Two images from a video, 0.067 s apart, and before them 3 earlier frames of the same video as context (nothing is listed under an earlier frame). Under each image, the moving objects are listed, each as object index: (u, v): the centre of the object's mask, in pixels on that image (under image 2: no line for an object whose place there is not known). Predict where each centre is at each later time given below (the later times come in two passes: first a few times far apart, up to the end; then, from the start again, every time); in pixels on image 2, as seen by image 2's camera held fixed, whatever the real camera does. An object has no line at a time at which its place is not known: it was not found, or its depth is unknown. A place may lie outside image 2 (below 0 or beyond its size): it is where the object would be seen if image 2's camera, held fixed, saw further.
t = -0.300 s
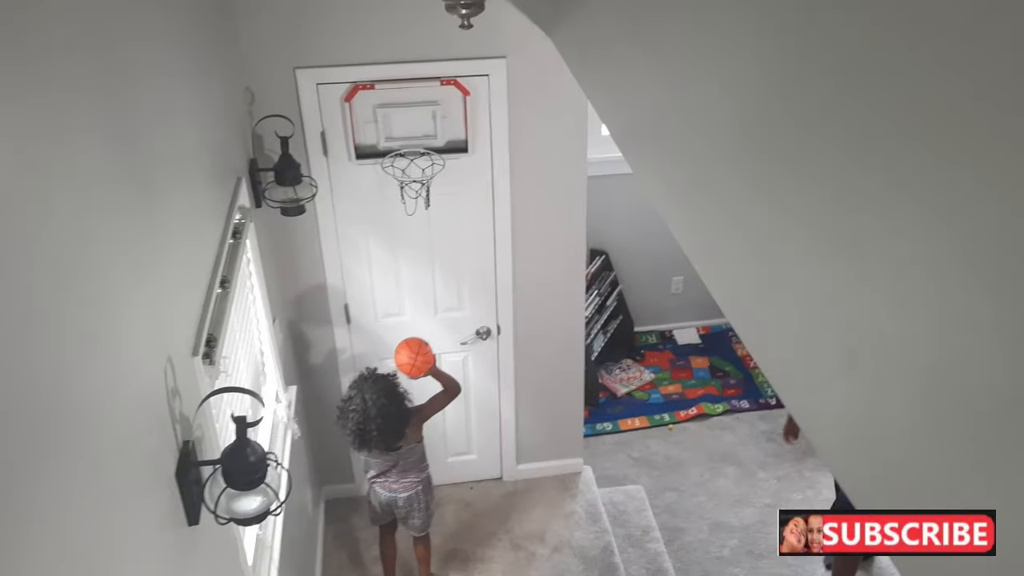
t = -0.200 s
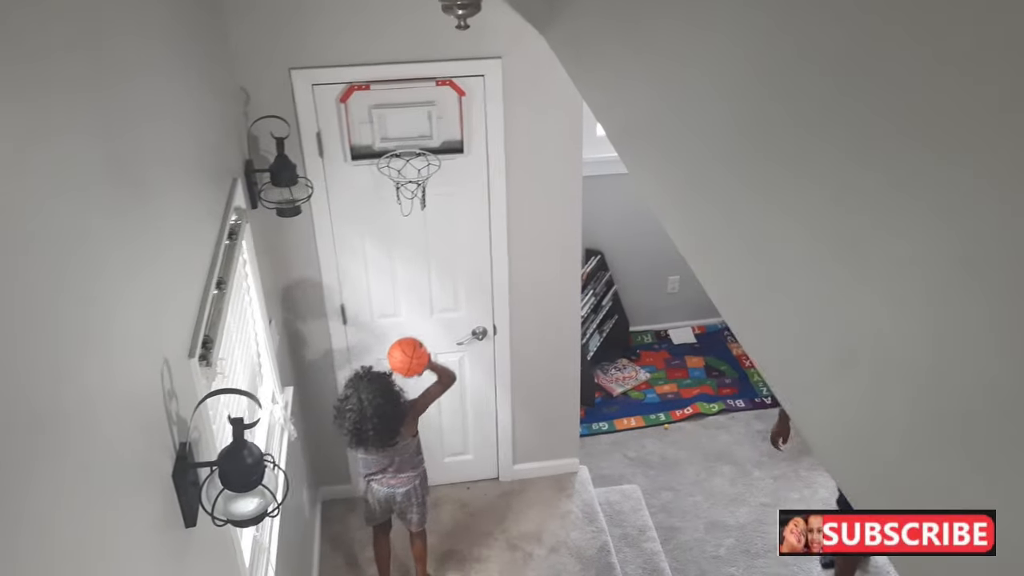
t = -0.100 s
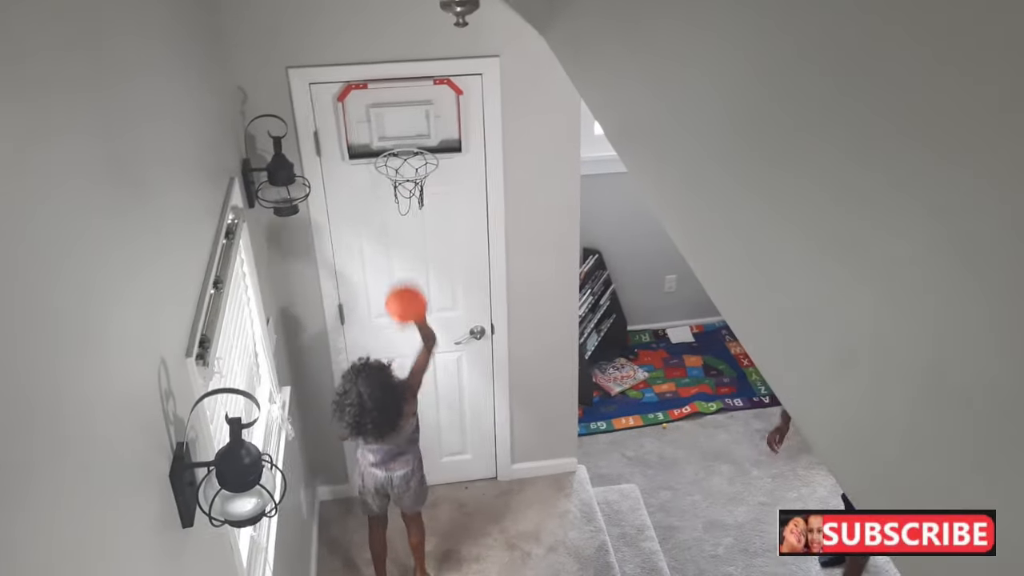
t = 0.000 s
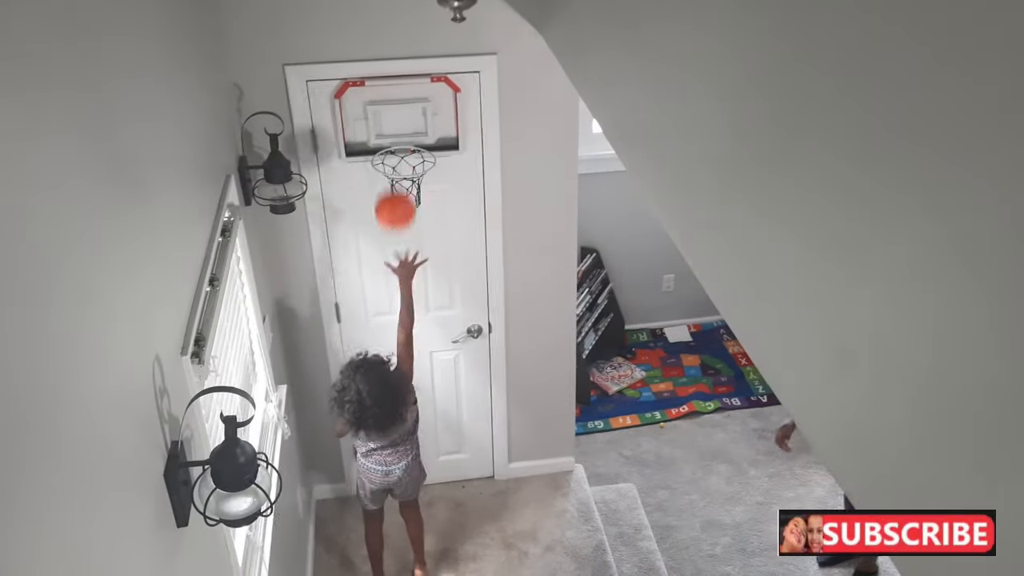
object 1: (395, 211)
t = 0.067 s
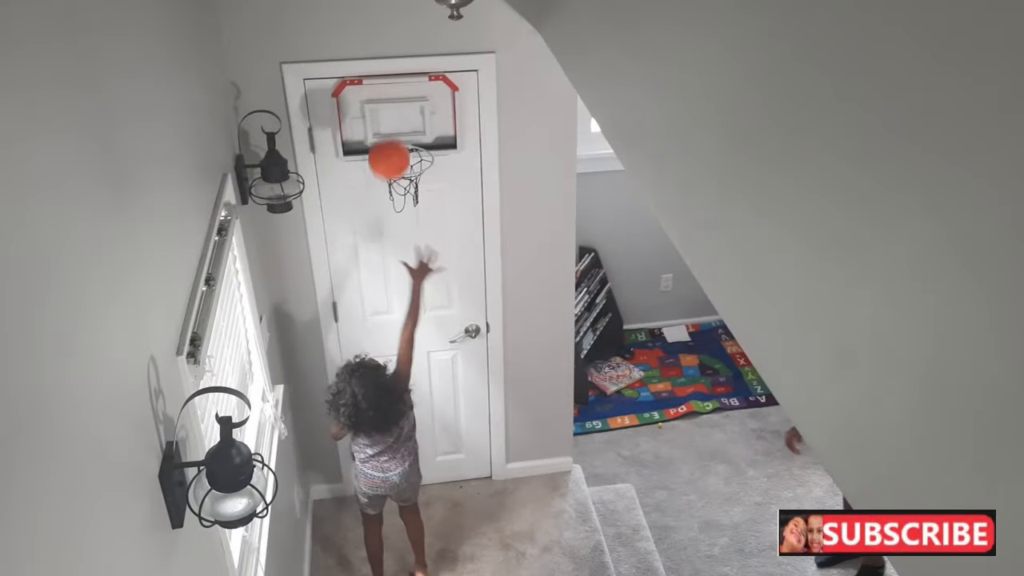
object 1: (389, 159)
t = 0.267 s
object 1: (387, 97)
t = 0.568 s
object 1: (414, 201)
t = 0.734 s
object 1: (424, 262)
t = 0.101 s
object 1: (387, 139)
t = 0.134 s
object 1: (386, 124)
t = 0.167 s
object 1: (386, 110)
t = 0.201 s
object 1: (385, 100)
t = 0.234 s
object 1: (385, 93)
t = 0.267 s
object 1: (387, 97)
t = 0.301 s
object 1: (389, 112)
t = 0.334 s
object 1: (392, 130)
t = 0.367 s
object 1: (395, 148)
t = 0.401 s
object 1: (398, 167)
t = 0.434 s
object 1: (404, 178)
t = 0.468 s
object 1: (409, 184)
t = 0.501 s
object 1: (411, 188)
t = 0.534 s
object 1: (412, 193)
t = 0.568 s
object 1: (414, 201)
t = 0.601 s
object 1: (415, 210)
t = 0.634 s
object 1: (417, 223)
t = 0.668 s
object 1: (420, 237)
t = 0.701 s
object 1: (422, 248)
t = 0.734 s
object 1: (424, 262)
